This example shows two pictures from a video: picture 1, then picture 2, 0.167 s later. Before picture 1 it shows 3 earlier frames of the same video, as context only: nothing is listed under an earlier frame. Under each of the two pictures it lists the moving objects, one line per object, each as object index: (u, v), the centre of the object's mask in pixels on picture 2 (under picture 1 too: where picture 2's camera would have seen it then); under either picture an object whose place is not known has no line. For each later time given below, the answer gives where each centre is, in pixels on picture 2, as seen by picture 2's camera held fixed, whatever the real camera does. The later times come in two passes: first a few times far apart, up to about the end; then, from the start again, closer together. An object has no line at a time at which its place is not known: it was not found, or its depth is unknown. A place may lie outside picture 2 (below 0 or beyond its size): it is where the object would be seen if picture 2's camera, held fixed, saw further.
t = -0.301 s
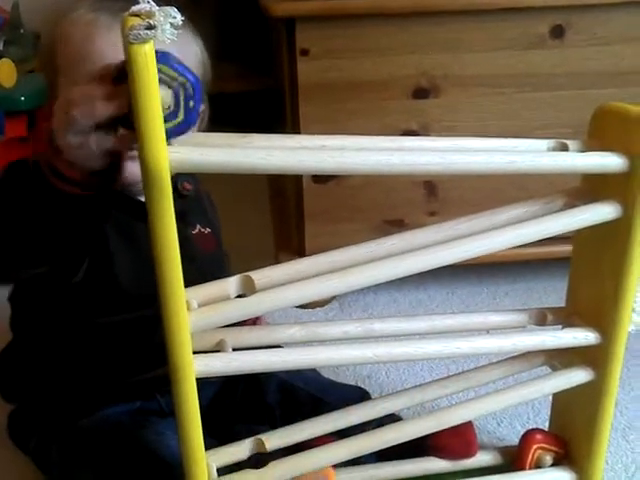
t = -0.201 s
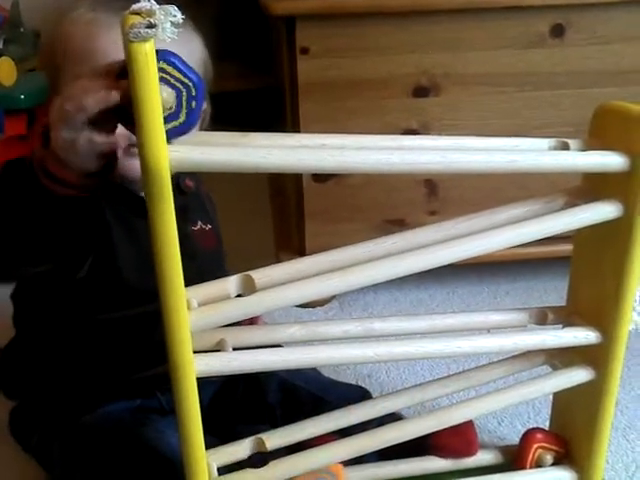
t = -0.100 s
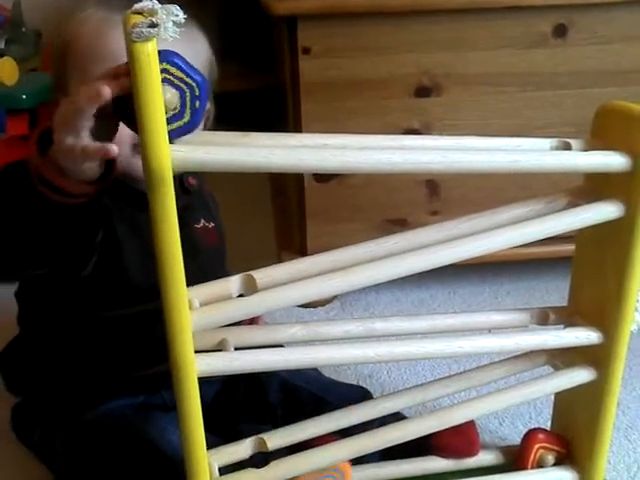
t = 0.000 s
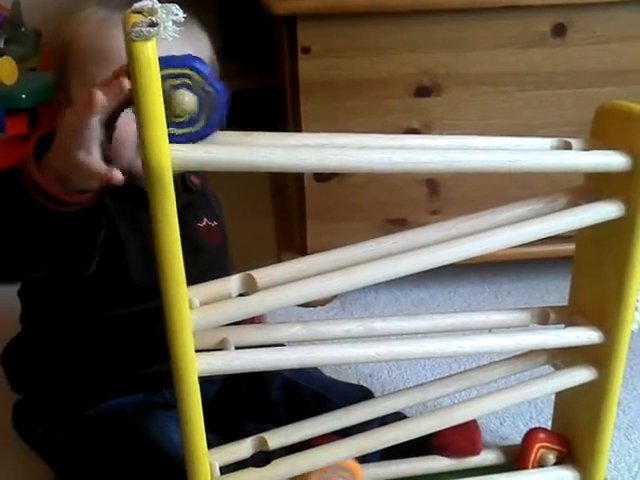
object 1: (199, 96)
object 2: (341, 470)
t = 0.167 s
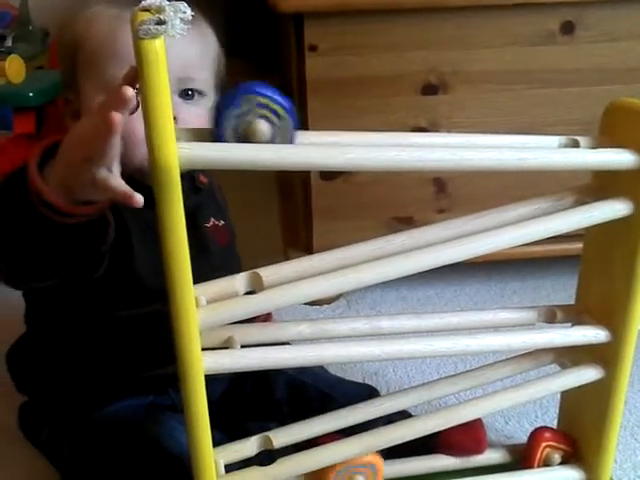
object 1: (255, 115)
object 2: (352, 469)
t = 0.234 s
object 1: (269, 117)
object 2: (357, 469)
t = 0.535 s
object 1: (330, 119)
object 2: (403, 464)
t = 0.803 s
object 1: (392, 121)
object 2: (449, 459)
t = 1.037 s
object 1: (455, 121)
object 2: (462, 458)
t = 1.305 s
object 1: (530, 125)
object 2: (462, 458)
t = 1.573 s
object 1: (559, 190)
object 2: (461, 458)
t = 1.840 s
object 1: (516, 199)
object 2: (462, 458)
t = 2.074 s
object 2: (464, 457)
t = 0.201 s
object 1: (264, 116)
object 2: (356, 469)
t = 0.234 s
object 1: (269, 117)
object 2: (357, 469)
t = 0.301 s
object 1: (285, 118)
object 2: (367, 468)
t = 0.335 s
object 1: (291, 119)
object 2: (370, 467)
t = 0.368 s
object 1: (297, 119)
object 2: (380, 466)
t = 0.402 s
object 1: (304, 119)
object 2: (383, 466)
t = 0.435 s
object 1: (309, 119)
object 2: (390, 465)
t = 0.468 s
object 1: (317, 120)
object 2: (393, 465)
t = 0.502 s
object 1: (323, 119)
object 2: (398, 465)
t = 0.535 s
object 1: (330, 119)
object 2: (403, 464)
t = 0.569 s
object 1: (338, 119)
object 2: (408, 464)
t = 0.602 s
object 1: (345, 119)
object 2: (414, 463)
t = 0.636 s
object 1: (353, 120)
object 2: (419, 463)
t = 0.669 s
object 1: (360, 121)
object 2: (425, 462)
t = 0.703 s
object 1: (368, 121)
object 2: (431, 462)
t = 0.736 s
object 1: (376, 121)
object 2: (436, 461)
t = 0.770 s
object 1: (385, 120)
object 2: (441, 461)
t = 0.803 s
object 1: (392, 121)
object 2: (449, 459)
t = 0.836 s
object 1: (400, 121)
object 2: (455, 459)
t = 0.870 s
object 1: (409, 121)
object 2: (460, 458)
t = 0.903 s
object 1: (418, 122)
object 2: (462, 459)
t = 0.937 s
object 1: (426, 122)
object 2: (464, 458)
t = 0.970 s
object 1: (435, 122)
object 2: (463, 458)
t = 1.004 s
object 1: (444, 122)
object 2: (463, 458)
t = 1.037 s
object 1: (455, 121)
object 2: (462, 458)
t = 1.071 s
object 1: (464, 121)
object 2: (462, 458)
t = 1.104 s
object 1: (473, 122)
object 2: (463, 458)
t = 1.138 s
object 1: (480, 123)
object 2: (463, 458)
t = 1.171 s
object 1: (488, 123)
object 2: (463, 458)
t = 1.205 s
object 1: (499, 123)
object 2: (463, 458)
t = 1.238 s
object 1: (510, 123)
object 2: (463, 458)
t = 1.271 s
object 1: (519, 123)
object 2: (463, 458)
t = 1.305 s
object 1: (530, 125)
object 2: (462, 458)
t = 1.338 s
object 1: (539, 124)
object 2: (462, 458)
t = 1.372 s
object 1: (548, 125)
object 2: (463, 458)
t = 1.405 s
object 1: (560, 124)
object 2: (462, 457)
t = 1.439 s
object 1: (570, 124)
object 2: (463, 458)
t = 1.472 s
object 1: (579, 128)
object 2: (462, 458)
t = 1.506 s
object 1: (577, 133)
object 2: (462, 458)
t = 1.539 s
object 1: (565, 188)
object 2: (461, 458)
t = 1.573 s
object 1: (559, 190)
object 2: (461, 458)
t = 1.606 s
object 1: (548, 192)
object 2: (460, 458)
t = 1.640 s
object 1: (537, 195)
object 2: (459, 458)
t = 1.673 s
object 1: (529, 196)
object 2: (460, 459)
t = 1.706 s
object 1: (524, 197)
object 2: (461, 459)
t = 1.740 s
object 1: (521, 199)
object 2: (461, 459)
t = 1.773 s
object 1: (518, 199)
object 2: (461, 459)
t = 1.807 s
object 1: (516, 199)
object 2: (463, 458)
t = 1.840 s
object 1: (516, 199)
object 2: (462, 458)
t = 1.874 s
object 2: (464, 458)
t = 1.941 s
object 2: (464, 458)
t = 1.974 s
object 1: (521, 200)
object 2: (463, 457)
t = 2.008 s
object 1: (523, 199)
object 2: (462, 457)
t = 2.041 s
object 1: (524, 199)
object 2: (463, 457)
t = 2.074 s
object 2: (464, 457)
